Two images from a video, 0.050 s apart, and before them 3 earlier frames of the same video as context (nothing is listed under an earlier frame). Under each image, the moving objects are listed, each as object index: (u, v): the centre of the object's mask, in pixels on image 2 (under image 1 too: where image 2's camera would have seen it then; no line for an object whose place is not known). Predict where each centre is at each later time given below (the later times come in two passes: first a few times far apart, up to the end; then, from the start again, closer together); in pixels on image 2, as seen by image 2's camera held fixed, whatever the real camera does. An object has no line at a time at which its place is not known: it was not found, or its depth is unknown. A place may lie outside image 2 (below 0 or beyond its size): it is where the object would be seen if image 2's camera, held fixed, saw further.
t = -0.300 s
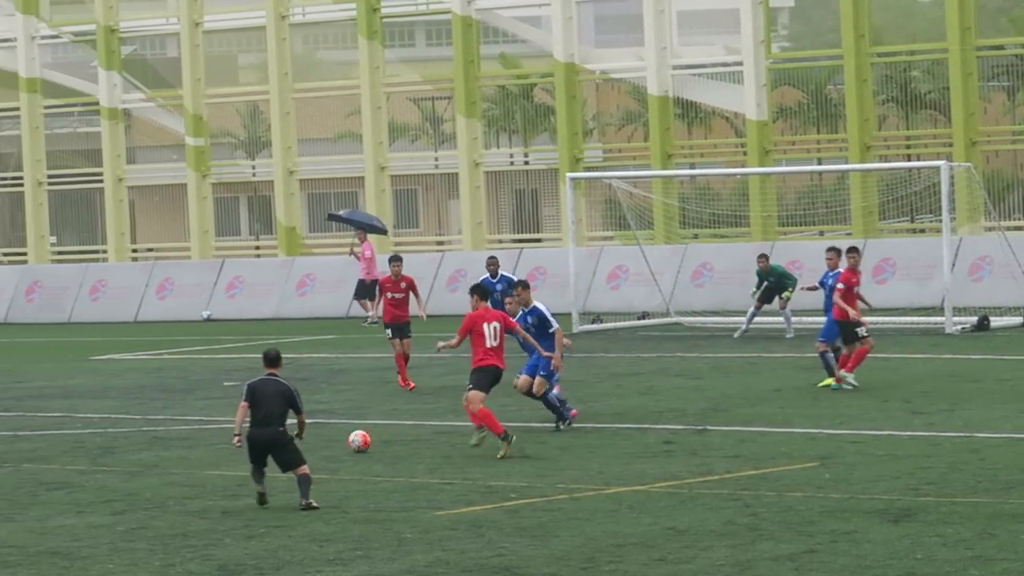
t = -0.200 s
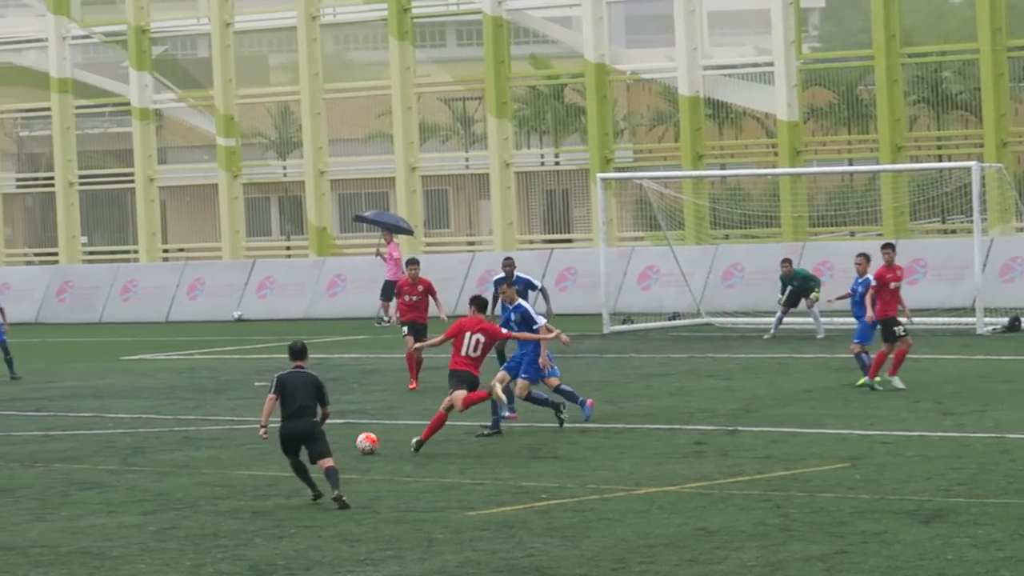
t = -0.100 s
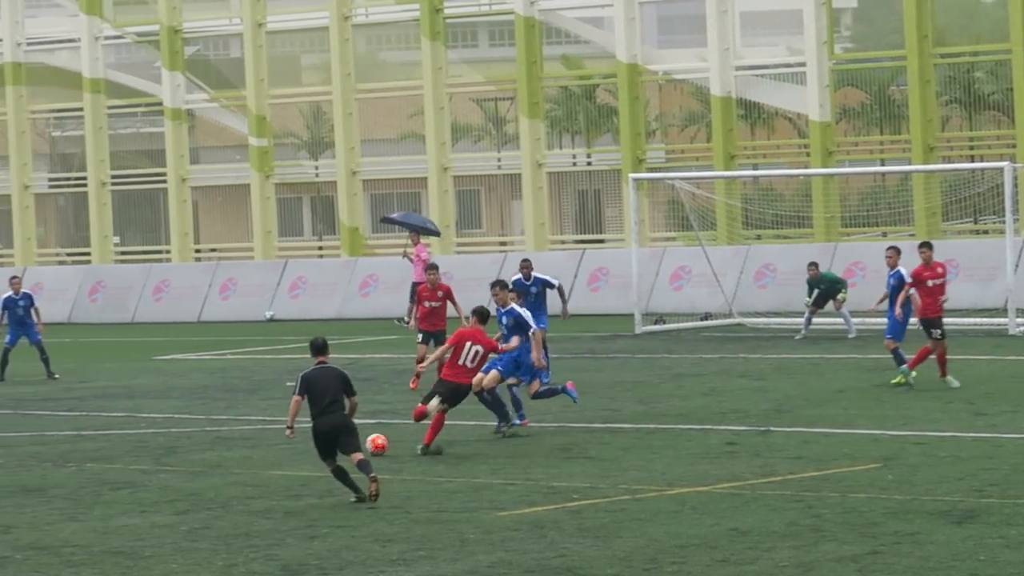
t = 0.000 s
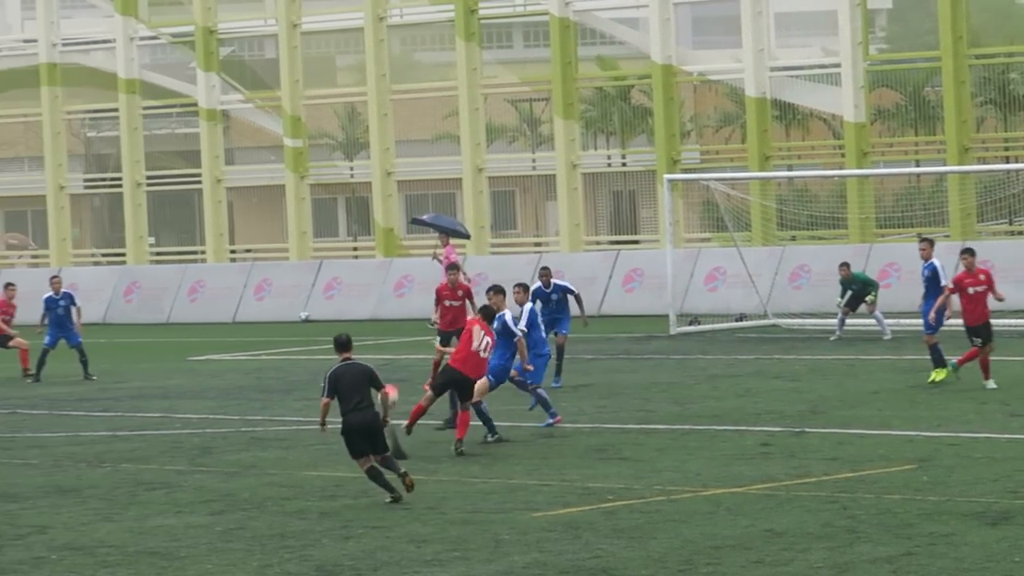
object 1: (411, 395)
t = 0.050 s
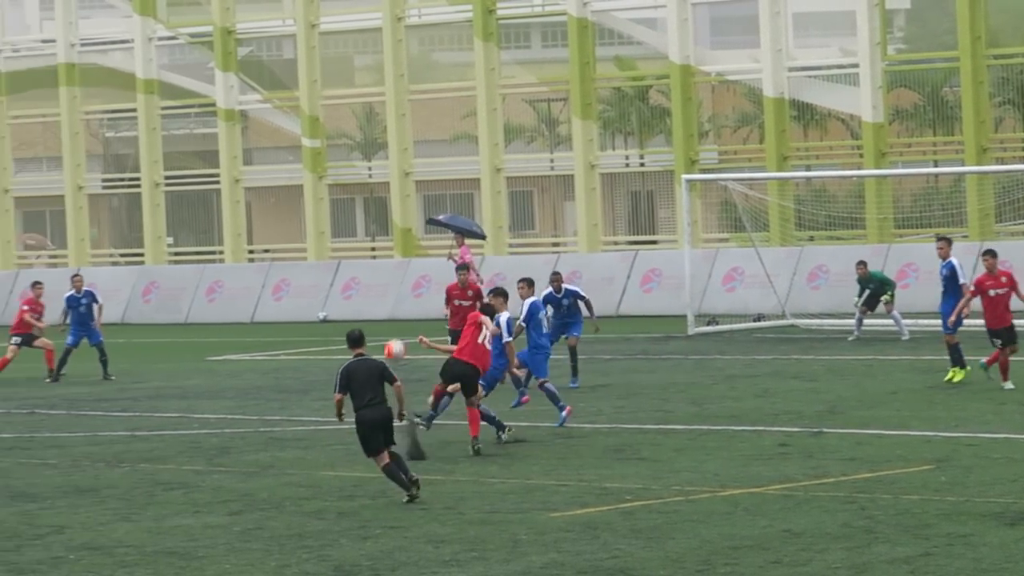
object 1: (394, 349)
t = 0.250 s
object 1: (348, 217)
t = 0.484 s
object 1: (292, 135)
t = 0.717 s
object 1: (237, 105)
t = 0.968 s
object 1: (187, 118)
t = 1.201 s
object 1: (147, 157)
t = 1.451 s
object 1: (111, 217)
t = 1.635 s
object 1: (90, 274)
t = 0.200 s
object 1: (360, 244)
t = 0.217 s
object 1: (356, 234)
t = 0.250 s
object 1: (348, 217)
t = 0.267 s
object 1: (343, 208)
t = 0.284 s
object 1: (340, 202)
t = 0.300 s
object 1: (336, 195)
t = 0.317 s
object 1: (332, 188)
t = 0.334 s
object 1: (329, 181)
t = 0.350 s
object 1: (325, 175)
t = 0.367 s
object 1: (321, 169)
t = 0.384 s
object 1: (317, 164)
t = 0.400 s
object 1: (313, 158)
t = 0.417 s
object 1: (309, 153)
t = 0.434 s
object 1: (304, 148)
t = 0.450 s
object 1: (300, 143)
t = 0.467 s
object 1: (296, 139)
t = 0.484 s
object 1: (292, 135)
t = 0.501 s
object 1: (288, 132)
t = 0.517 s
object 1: (284, 129)
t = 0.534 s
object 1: (280, 125)
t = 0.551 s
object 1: (277, 122)
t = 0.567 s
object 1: (272, 119)
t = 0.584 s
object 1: (269, 116)
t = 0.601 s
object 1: (265, 114)
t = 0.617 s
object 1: (261, 112)
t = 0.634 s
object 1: (257, 110)
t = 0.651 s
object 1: (254, 108)
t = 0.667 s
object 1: (248, 108)
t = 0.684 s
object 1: (245, 106)
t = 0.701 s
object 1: (242, 105)
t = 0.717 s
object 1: (237, 105)
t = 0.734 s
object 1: (234, 105)
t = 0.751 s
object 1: (231, 105)
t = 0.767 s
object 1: (227, 104)
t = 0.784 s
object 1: (224, 105)
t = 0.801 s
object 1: (220, 104)
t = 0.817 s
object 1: (216, 105)
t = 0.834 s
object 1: (213, 106)
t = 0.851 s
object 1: (210, 106)
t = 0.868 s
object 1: (206, 107)
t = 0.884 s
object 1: (203, 109)
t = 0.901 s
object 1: (200, 110)
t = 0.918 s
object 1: (196, 112)
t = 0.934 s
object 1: (193, 113)
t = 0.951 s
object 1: (190, 115)
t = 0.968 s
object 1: (187, 118)
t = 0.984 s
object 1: (184, 120)
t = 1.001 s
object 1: (180, 122)
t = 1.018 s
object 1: (178, 124)
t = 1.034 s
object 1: (175, 127)
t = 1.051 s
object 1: (172, 129)
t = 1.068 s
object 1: (169, 132)
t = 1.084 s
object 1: (166, 134)
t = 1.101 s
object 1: (163, 137)
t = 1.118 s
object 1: (160, 140)
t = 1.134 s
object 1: (157, 143)
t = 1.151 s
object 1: (154, 147)
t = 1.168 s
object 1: (152, 150)
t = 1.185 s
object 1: (150, 154)
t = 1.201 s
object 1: (147, 157)
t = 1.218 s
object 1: (145, 161)
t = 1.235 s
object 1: (142, 164)
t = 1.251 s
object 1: (139, 168)
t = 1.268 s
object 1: (136, 172)
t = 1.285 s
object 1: (134, 175)
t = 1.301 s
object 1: (131, 179)
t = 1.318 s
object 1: (128, 183)
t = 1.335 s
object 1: (126, 187)
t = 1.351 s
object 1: (124, 191)
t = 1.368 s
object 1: (122, 196)
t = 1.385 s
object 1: (119, 201)
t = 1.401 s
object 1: (117, 205)
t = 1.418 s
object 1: (114, 209)
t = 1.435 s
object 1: (113, 214)
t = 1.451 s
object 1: (111, 217)
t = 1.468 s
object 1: (109, 223)
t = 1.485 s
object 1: (107, 227)
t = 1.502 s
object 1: (105, 232)
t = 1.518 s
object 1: (103, 237)
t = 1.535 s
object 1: (101, 241)
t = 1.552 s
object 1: (99, 247)
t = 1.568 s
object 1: (97, 252)
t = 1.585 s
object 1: (95, 258)
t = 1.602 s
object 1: (94, 262)
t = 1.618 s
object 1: (92, 268)
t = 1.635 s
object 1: (90, 274)
